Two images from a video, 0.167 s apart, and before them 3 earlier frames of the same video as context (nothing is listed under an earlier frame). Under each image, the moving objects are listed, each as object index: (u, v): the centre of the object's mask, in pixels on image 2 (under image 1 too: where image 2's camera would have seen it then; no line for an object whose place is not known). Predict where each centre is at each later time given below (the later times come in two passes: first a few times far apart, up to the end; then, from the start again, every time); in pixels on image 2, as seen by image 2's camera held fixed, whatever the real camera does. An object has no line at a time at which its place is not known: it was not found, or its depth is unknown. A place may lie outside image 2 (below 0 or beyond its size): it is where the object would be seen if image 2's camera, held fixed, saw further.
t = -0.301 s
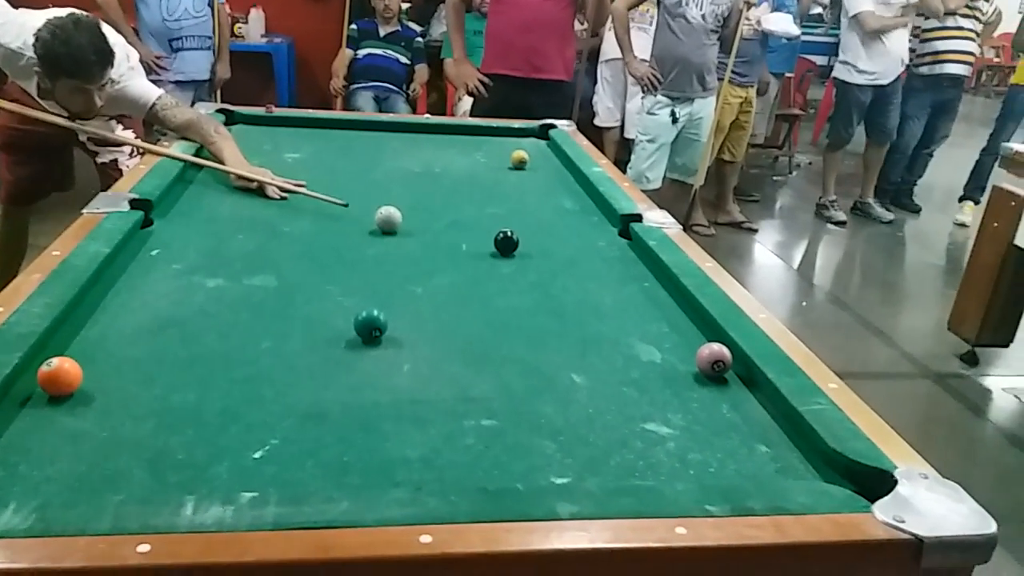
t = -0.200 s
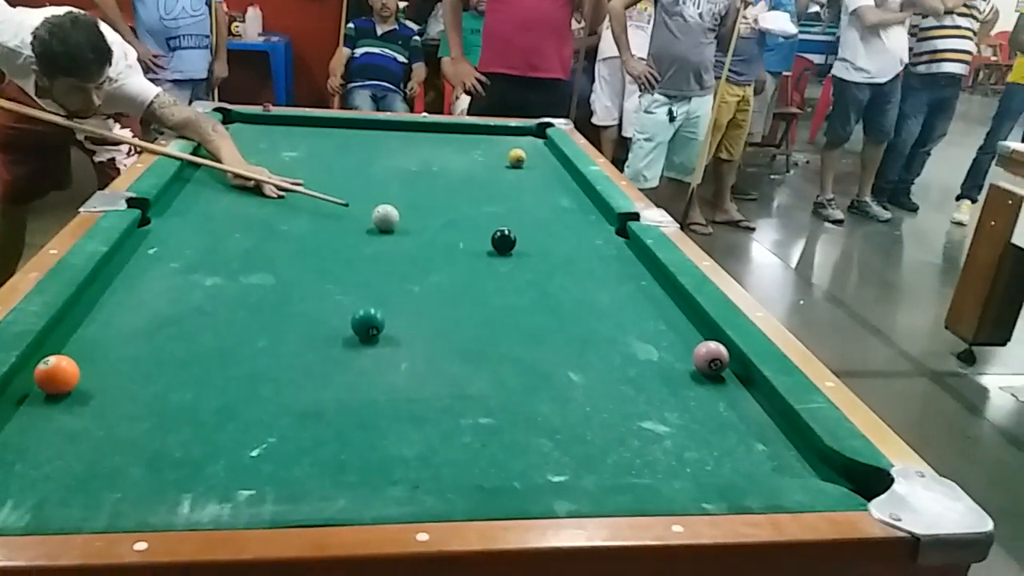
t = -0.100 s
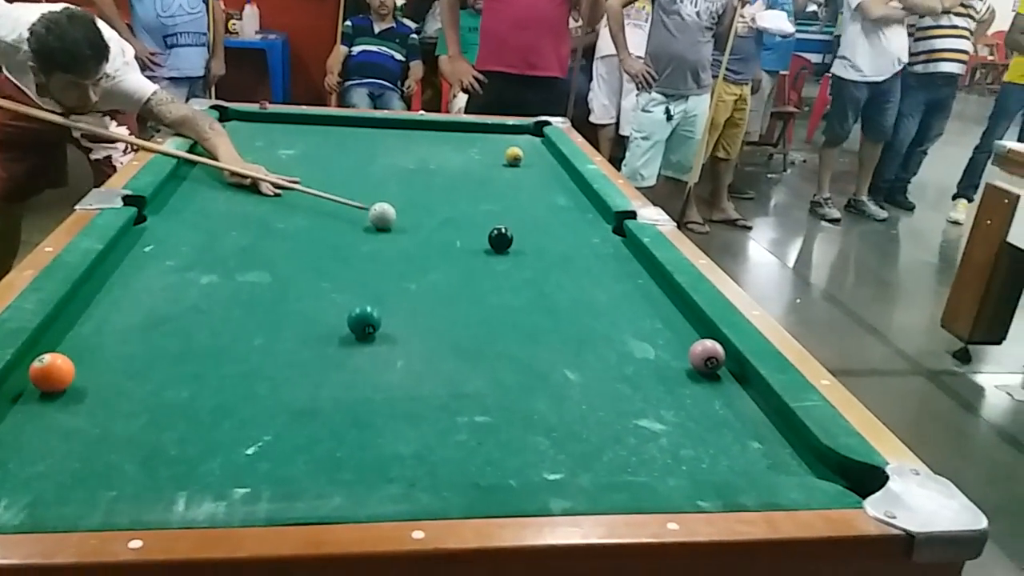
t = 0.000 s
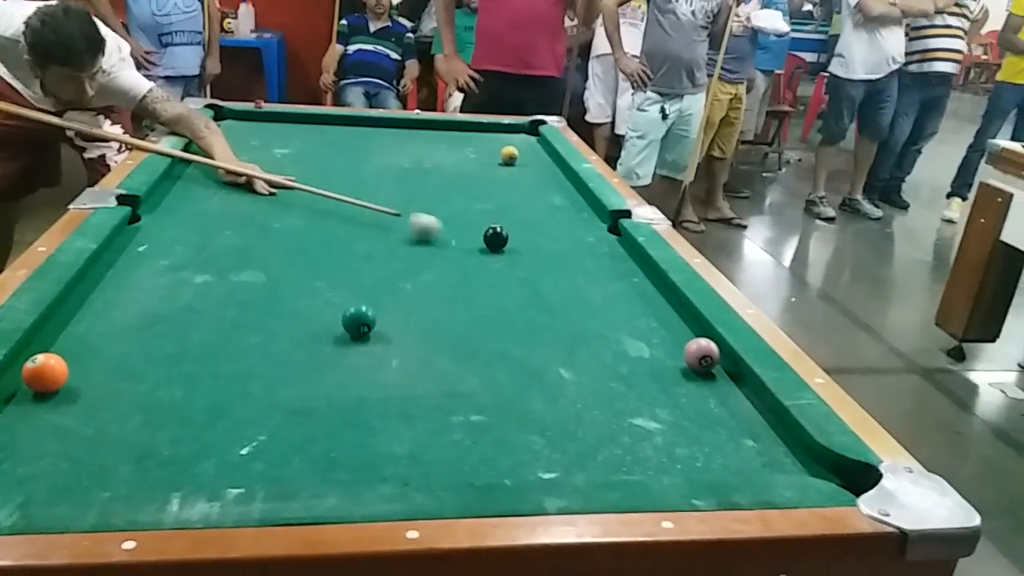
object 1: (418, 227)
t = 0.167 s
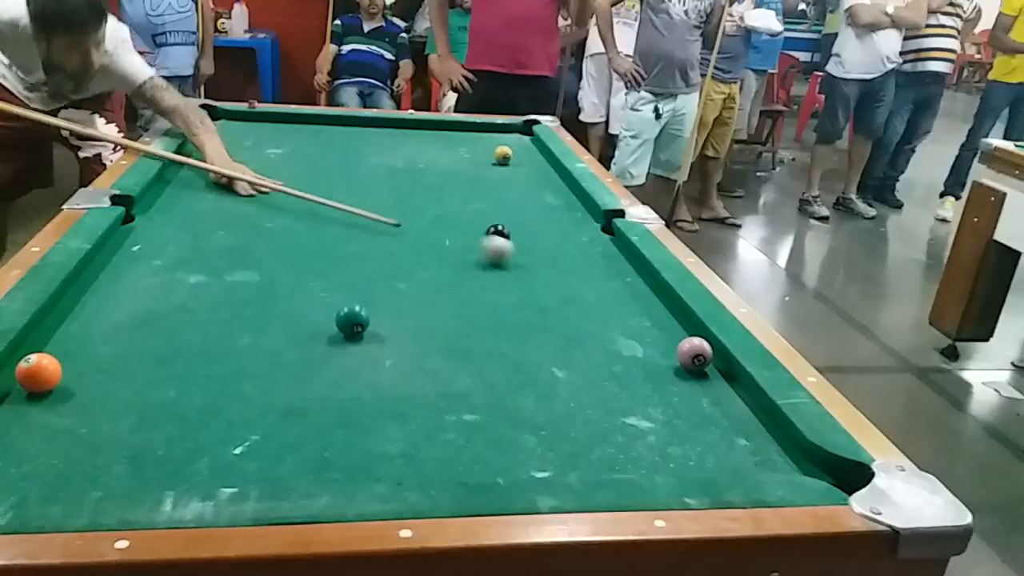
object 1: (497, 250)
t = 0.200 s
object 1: (511, 255)
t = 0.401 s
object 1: (610, 290)
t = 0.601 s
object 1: (657, 322)
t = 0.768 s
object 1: (632, 344)
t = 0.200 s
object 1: (511, 255)
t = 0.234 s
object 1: (527, 260)
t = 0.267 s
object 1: (543, 266)
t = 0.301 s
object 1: (559, 272)
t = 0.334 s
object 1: (575, 277)
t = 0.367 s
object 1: (592, 283)
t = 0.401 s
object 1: (610, 290)
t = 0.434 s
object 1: (628, 296)
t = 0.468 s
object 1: (648, 302)
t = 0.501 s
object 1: (666, 308)
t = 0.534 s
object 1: (670, 314)
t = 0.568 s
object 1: (662, 317)
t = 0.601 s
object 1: (657, 322)
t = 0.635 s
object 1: (652, 326)
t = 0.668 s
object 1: (647, 330)
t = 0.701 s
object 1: (643, 334)
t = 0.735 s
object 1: (638, 339)
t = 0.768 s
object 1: (632, 344)
